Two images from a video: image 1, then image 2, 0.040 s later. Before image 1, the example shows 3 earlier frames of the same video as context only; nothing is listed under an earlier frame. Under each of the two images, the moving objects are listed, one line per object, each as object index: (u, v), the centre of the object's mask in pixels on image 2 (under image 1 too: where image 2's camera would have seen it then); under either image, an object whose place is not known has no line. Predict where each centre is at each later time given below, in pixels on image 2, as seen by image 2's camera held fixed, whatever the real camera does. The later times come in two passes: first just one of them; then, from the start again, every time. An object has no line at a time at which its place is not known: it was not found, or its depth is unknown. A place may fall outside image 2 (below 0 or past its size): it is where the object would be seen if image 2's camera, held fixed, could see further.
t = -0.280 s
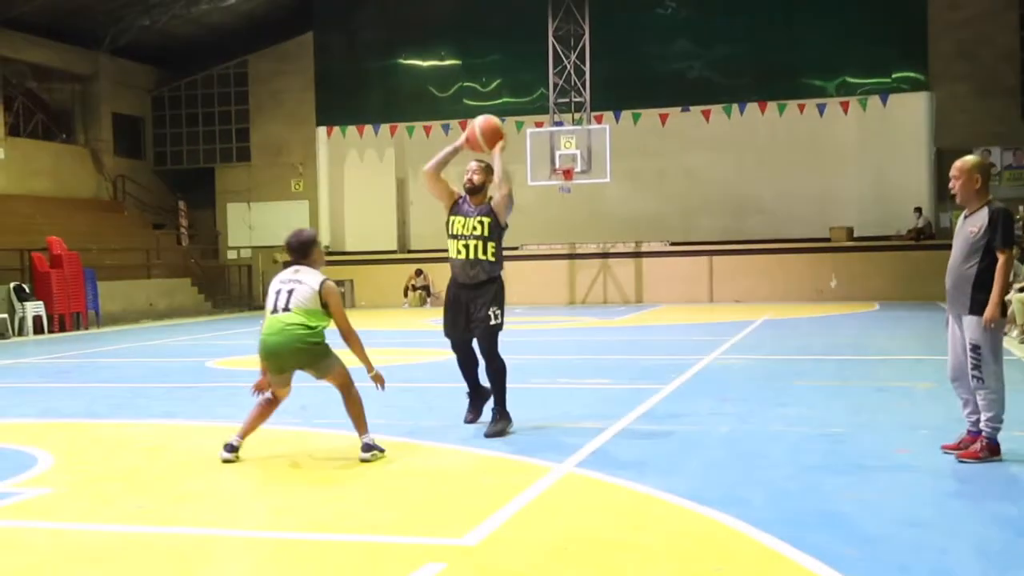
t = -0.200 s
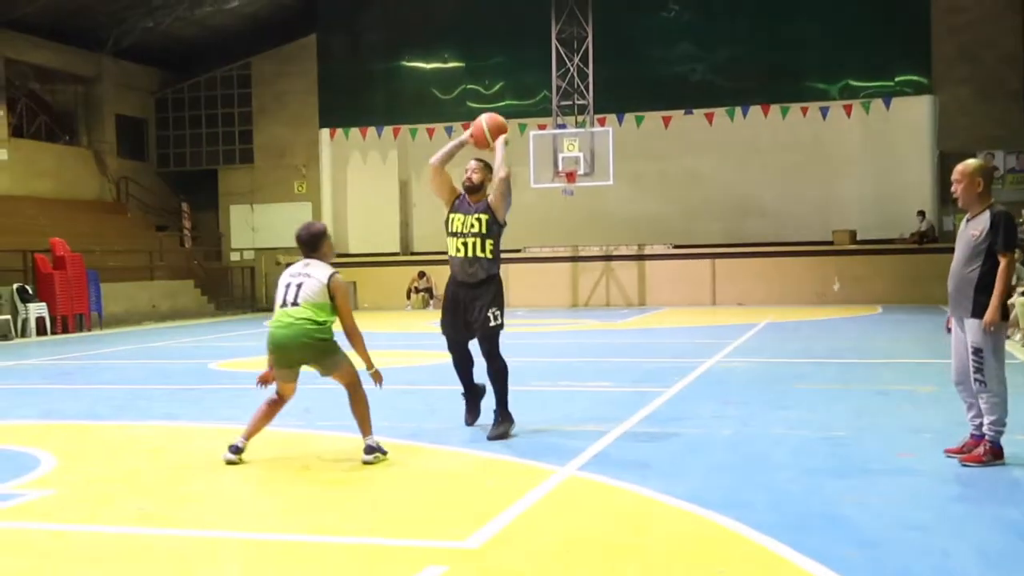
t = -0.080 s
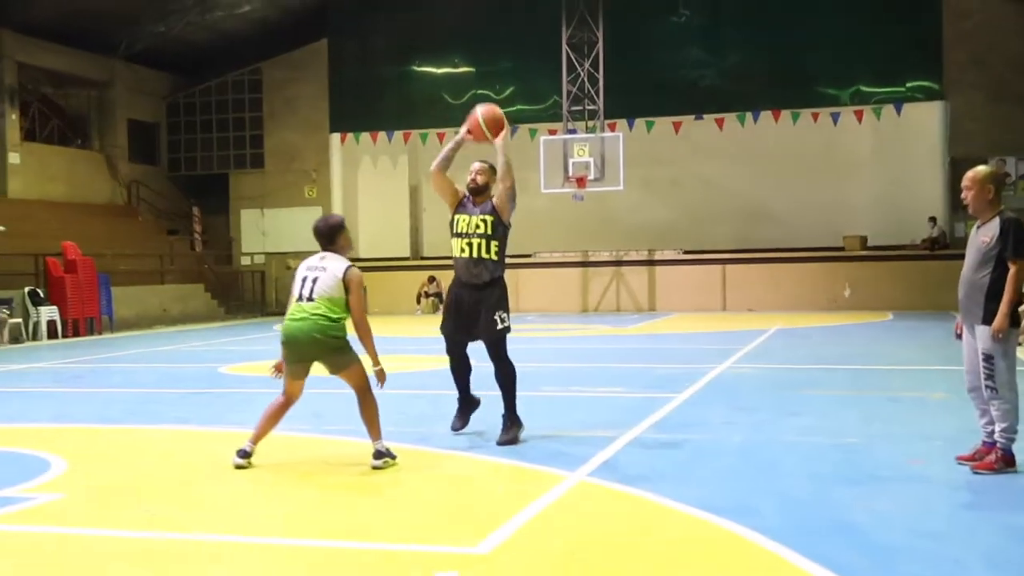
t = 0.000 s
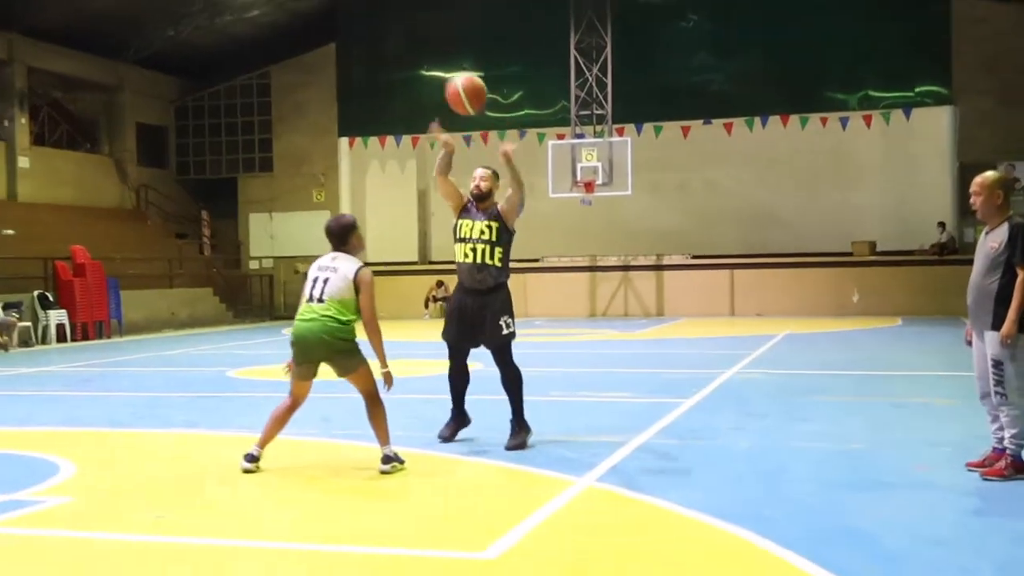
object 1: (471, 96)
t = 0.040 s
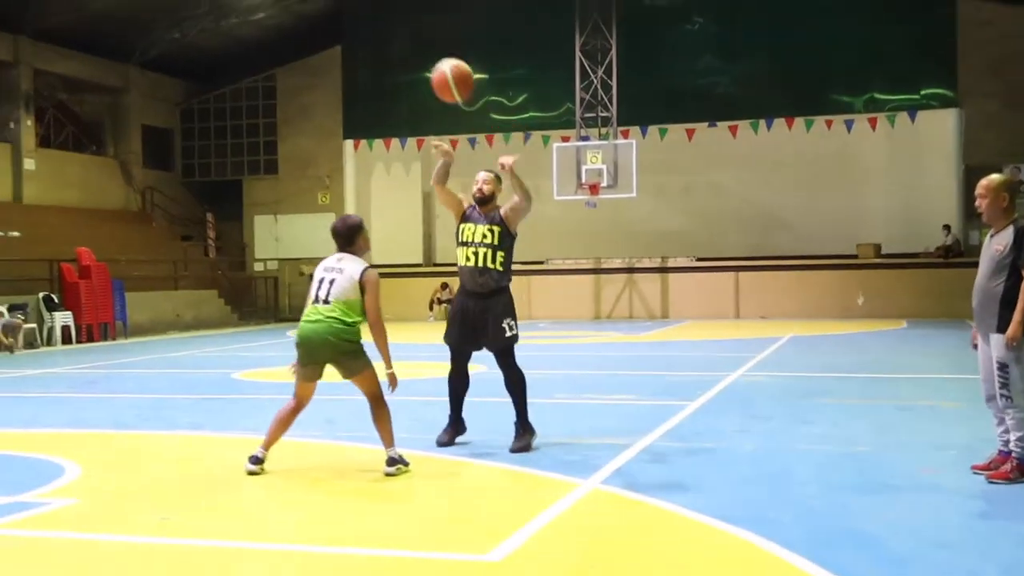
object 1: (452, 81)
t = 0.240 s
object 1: (337, 34)
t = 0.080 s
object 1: (432, 66)
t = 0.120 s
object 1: (411, 55)
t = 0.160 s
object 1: (389, 46)
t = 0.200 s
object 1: (365, 39)
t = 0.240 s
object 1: (337, 34)
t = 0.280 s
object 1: (306, 32)
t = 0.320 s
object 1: (272, 33)
